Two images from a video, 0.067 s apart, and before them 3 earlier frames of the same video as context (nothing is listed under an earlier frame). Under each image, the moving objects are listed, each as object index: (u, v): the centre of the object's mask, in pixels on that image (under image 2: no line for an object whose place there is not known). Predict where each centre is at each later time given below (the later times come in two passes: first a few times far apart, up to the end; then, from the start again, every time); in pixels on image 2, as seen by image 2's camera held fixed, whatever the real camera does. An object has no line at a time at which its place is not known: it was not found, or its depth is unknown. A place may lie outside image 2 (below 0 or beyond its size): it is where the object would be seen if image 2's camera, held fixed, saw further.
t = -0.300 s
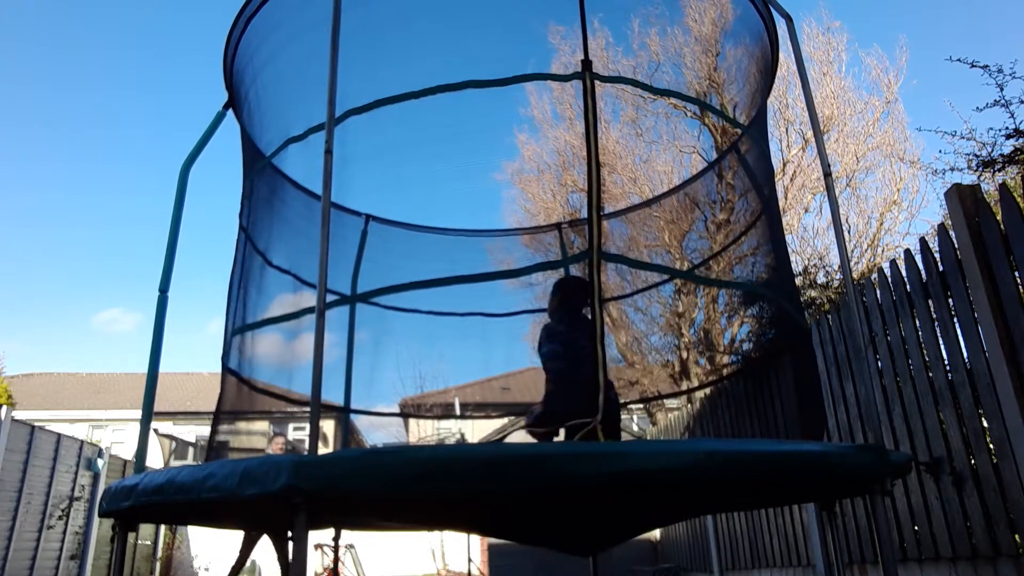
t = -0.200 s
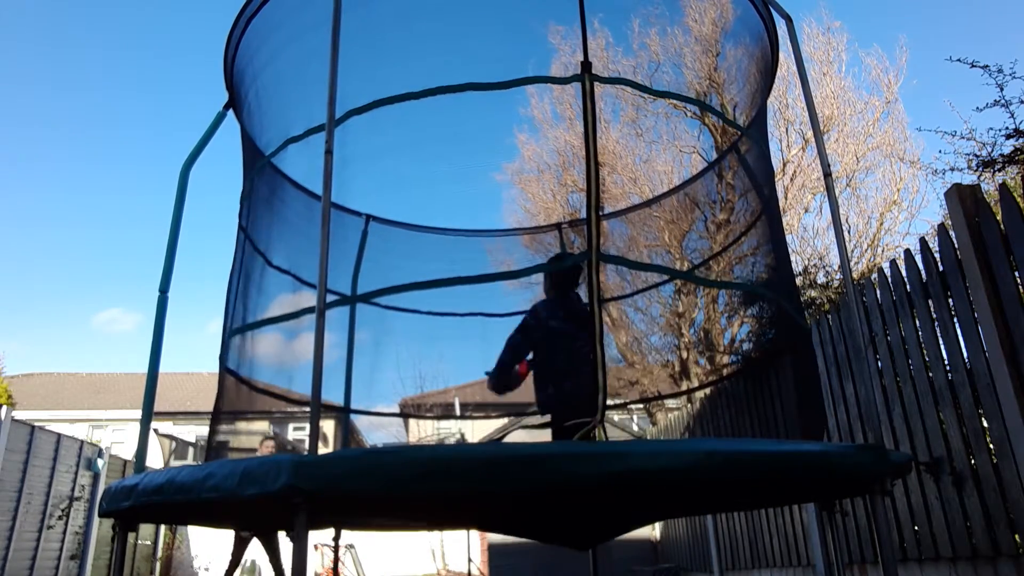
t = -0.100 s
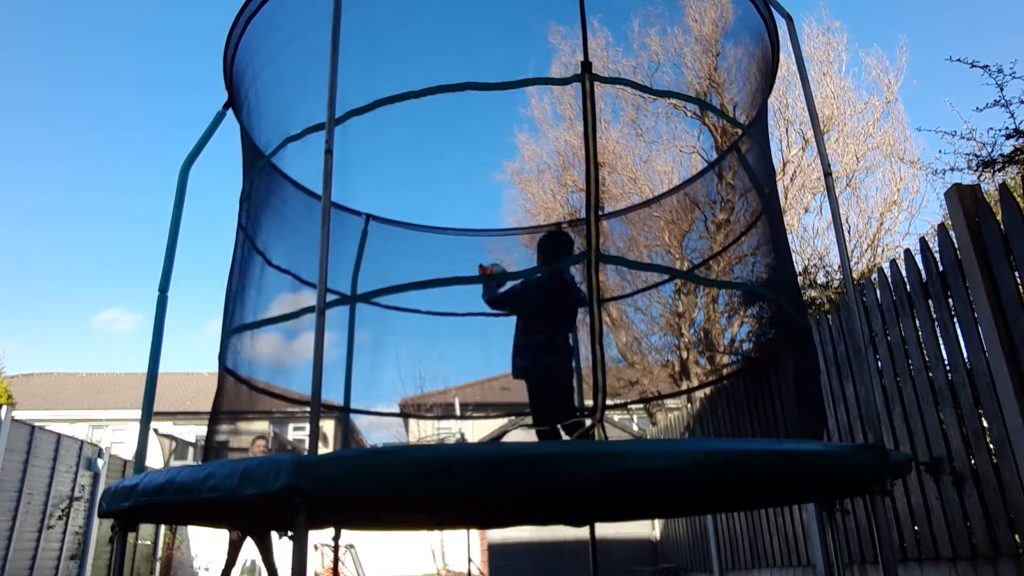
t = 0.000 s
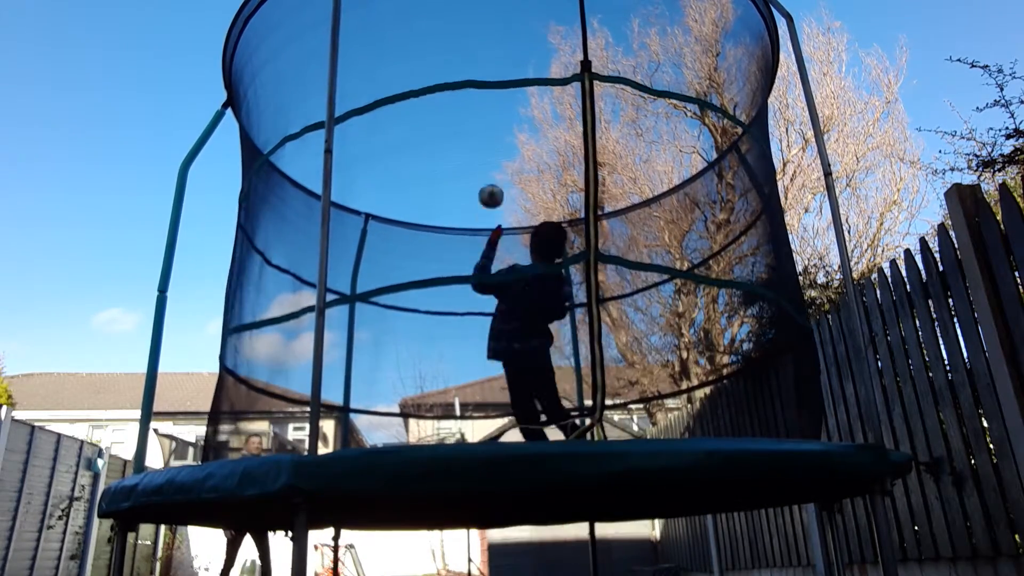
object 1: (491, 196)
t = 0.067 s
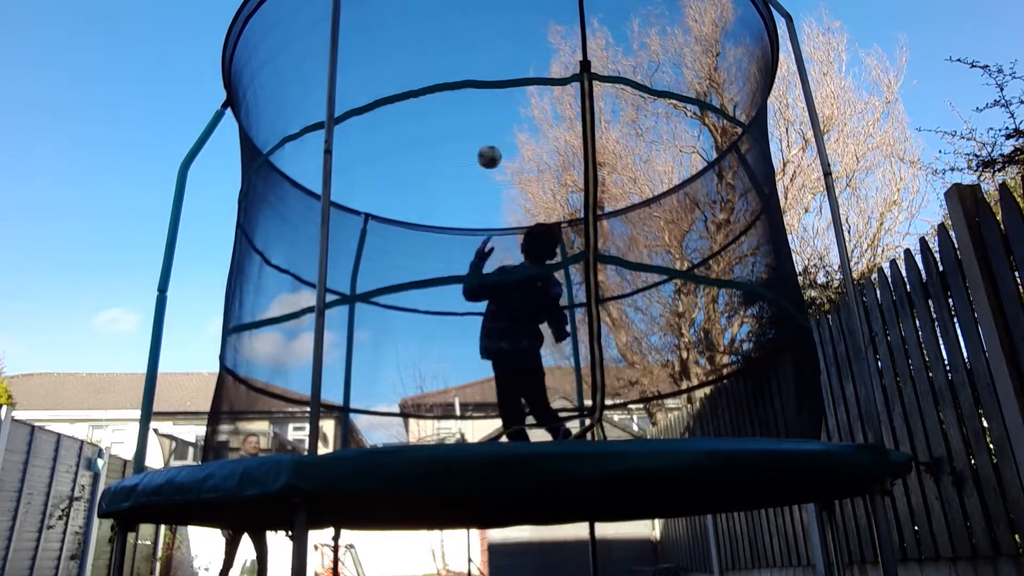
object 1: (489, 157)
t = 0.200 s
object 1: (487, 104)
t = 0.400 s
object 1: (485, 75)
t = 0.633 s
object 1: (484, 107)
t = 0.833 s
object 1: (484, 178)
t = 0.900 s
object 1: (484, 211)
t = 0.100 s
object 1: (488, 141)
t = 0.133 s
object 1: (487, 126)
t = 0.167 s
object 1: (487, 114)
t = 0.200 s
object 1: (487, 104)
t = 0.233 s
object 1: (486, 96)
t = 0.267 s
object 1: (486, 89)
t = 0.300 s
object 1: (486, 83)
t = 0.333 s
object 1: (485, 76)
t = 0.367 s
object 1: (485, 75)
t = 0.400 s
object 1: (485, 75)
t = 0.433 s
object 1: (484, 76)
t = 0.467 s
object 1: (484, 77)
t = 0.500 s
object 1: (484, 78)
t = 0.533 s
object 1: (484, 87)
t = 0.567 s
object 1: (484, 95)
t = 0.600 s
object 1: (484, 99)
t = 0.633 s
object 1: (484, 107)
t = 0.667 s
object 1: (484, 116)
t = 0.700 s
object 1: (484, 126)
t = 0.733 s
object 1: (484, 137)
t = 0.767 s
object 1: (484, 150)
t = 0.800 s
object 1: (484, 163)
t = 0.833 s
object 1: (484, 178)
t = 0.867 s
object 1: (484, 194)
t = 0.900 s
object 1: (484, 211)
